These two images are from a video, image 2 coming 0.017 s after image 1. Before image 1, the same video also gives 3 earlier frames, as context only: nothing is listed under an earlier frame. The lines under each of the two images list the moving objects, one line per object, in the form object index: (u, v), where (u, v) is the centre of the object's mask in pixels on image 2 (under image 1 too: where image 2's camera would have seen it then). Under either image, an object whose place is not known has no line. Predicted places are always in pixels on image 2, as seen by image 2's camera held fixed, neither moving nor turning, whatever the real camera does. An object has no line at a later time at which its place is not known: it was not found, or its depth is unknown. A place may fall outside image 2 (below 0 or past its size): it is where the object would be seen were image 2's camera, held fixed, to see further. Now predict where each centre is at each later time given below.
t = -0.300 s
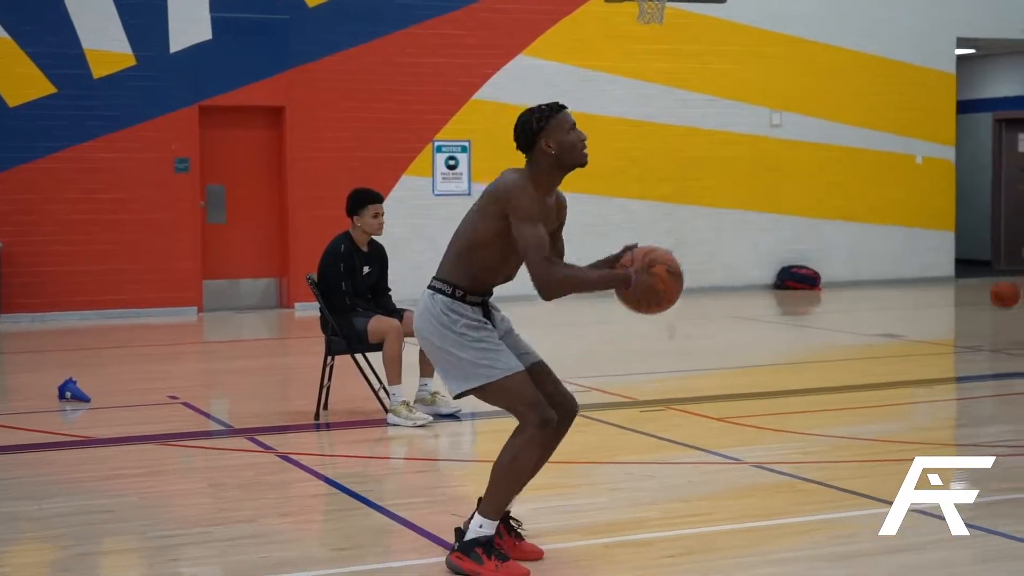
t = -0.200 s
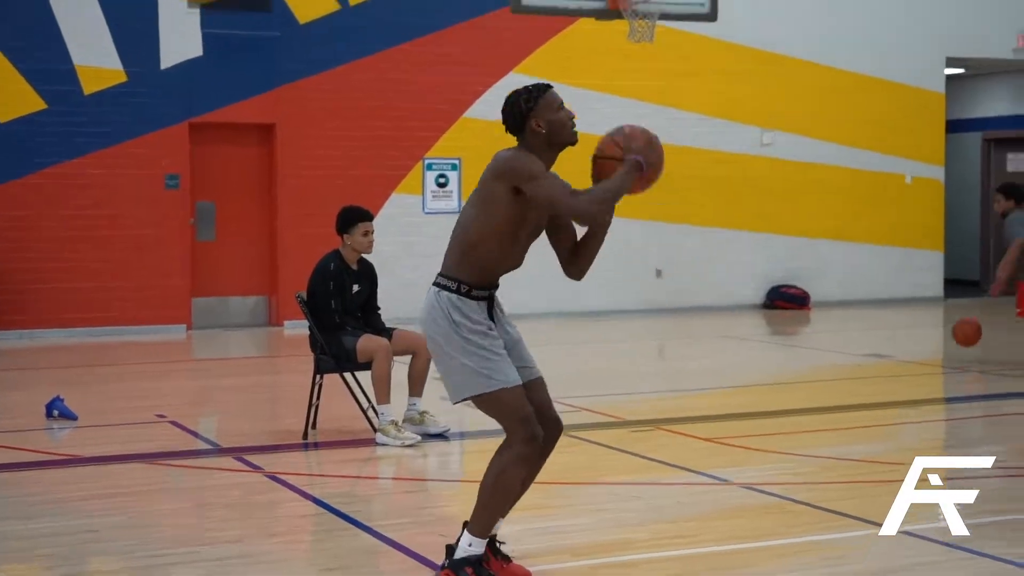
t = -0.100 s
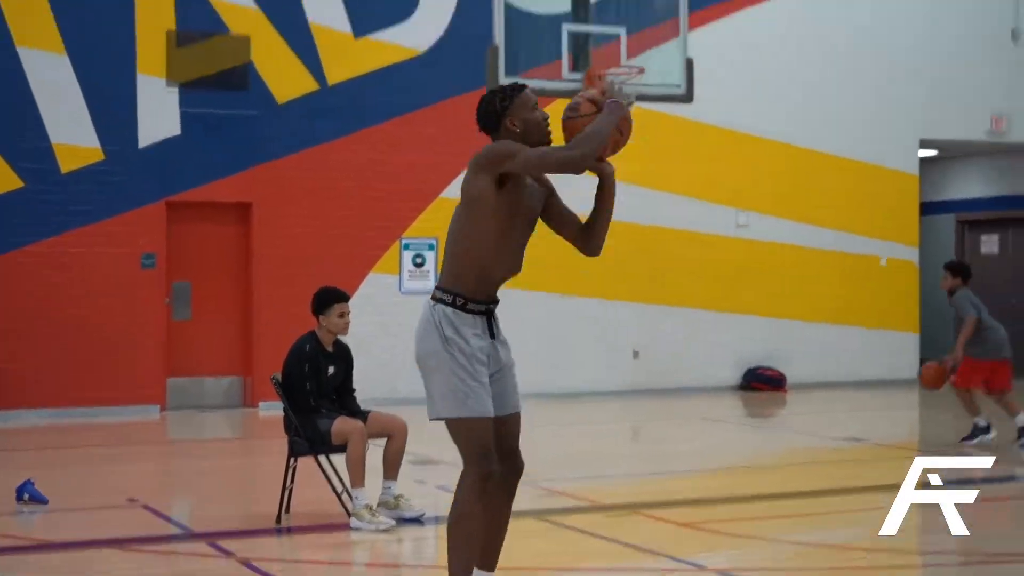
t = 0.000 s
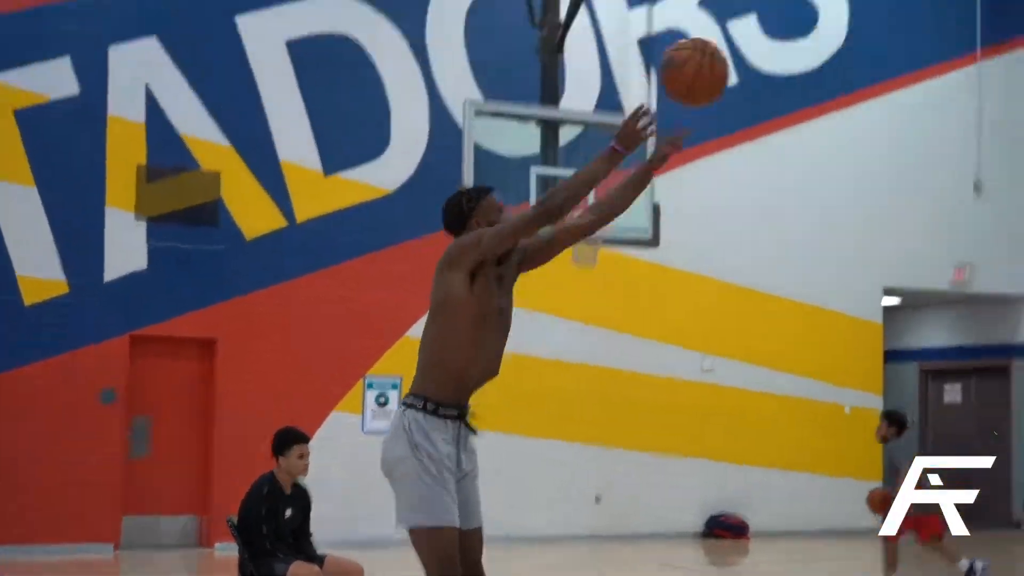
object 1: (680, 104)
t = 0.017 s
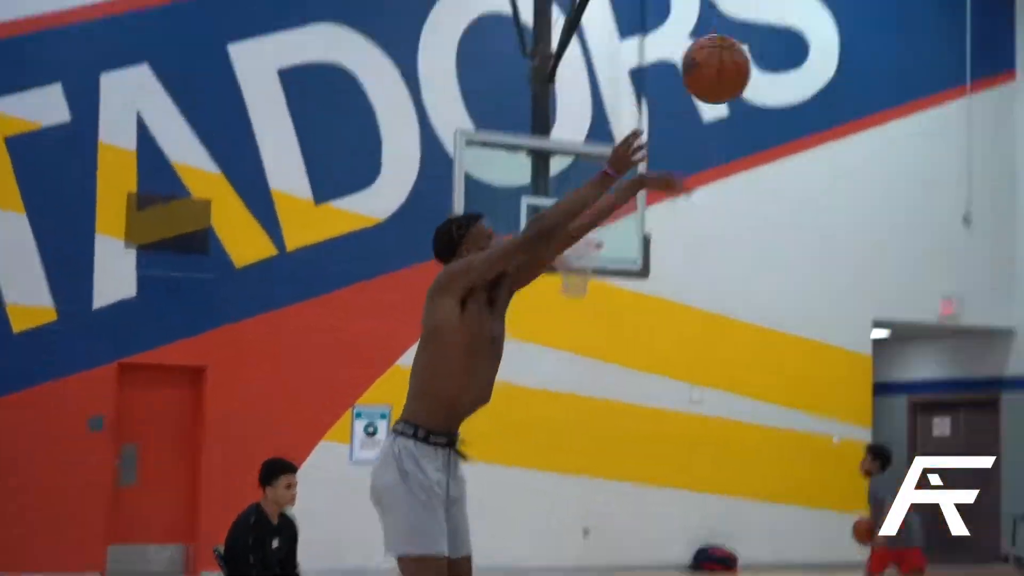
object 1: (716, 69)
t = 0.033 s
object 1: (751, 37)
